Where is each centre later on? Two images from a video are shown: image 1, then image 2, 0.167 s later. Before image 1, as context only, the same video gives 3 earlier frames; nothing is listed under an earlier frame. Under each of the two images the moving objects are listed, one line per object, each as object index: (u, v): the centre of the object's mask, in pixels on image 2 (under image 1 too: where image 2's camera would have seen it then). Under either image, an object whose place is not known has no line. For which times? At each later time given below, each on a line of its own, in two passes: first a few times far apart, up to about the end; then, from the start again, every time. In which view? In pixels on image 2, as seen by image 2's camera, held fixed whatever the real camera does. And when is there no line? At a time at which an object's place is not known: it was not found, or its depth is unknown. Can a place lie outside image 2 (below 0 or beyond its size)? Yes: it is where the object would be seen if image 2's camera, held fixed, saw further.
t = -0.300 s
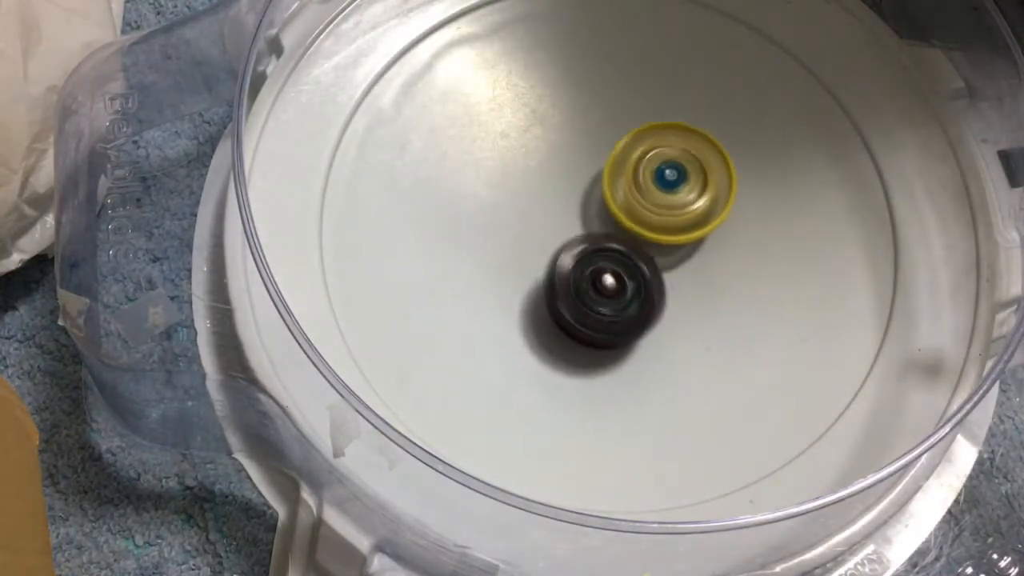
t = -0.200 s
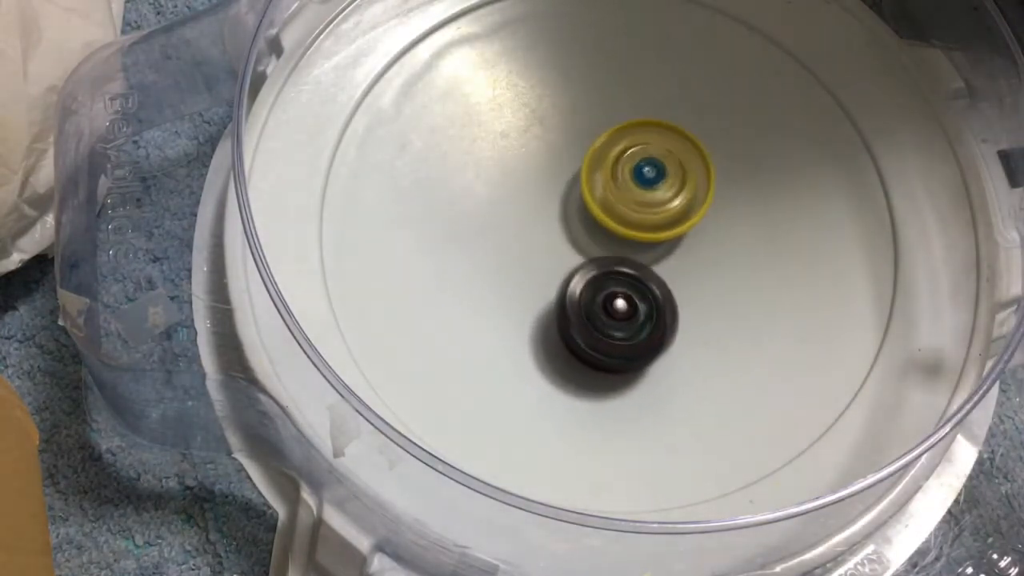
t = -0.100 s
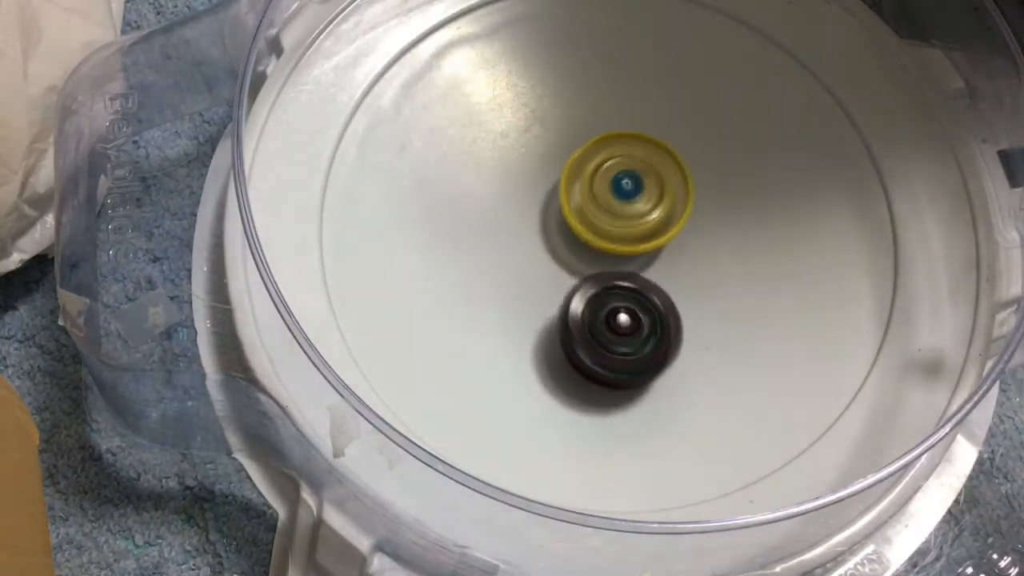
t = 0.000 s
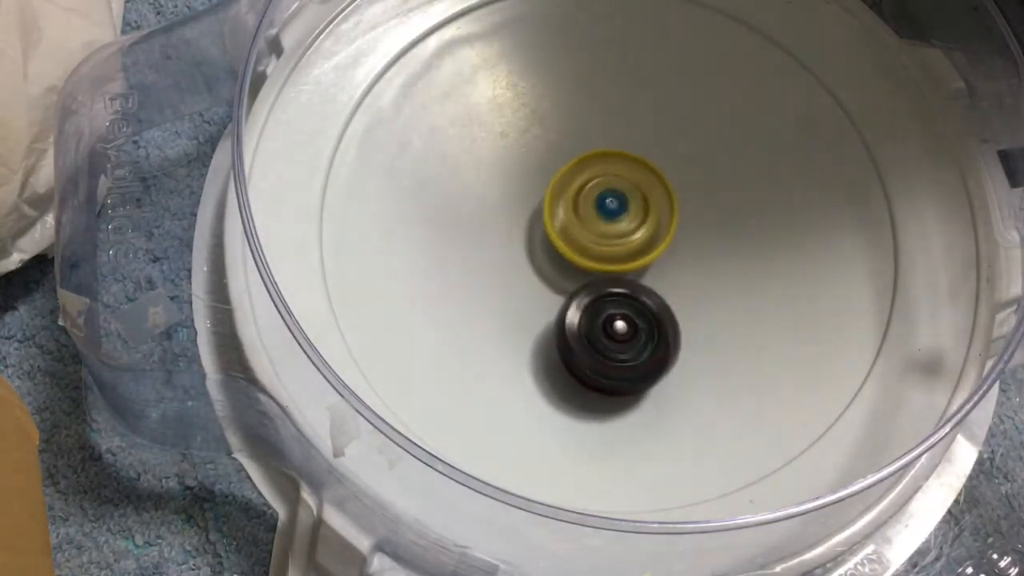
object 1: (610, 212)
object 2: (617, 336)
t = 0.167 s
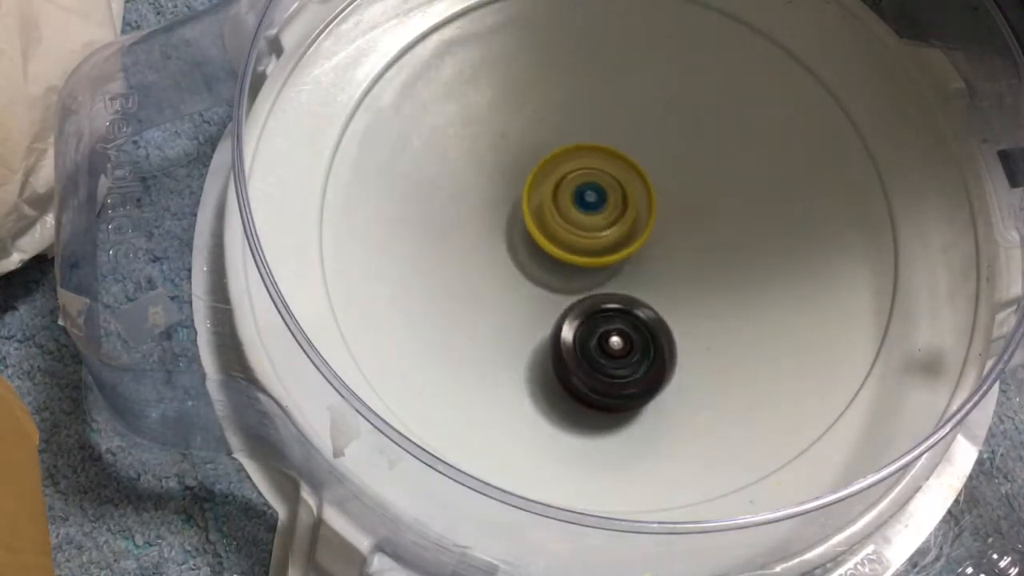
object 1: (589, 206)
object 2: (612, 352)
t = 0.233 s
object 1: (579, 207)
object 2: (615, 342)
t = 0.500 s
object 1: (551, 204)
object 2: (662, 286)
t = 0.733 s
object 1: (515, 199)
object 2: (737, 256)
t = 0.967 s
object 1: (515, 204)
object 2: (756, 234)
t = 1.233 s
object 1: (560, 206)
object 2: (699, 198)
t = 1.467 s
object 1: (560, 225)
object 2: (704, 148)
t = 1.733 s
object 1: (591, 258)
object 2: (684, 110)
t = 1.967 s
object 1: (619, 277)
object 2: (642, 117)
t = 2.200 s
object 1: (646, 274)
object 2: (572, 151)
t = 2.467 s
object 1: (658, 257)
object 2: (533, 150)
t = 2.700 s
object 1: (654, 241)
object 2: (509, 180)
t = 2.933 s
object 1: (645, 231)
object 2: (493, 226)
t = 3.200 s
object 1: (705, 210)
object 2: (473, 257)
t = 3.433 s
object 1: (701, 188)
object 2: (530, 287)
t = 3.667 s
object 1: (665, 195)
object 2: (617, 308)
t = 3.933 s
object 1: (615, 205)
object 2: (685, 323)
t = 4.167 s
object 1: (574, 223)
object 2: (694, 298)
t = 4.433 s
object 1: (553, 236)
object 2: (708, 226)
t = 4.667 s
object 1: (560, 238)
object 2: (696, 169)
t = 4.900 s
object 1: (580, 229)
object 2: (667, 137)
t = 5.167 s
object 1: (599, 246)
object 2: (633, 99)
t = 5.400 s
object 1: (614, 241)
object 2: (586, 117)
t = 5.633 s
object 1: (660, 289)
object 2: (530, 112)
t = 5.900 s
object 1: (676, 280)
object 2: (512, 175)
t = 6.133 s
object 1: (655, 256)
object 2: (519, 249)
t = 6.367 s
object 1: (650, 221)
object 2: (517, 302)
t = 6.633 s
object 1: (623, 197)
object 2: (576, 320)
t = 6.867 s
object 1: (595, 180)
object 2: (650, 312)
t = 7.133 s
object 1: (579, 177)
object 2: (708, 283)
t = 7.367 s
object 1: (588, 190)
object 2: (722, 230)
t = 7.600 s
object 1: (531, 207)
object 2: (761, 189)
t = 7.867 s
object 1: (533, 229)
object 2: (705, 164)
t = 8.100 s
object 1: (550, 244)
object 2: (626, 142)
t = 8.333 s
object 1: (579, 257)
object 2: (562, 129)
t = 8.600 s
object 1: (614, 248)
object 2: (518, 159)
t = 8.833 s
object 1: (652, 241)
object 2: (503, 209)
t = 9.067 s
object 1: (667, 237)
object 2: (526, 262)
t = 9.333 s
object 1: (669, 222)
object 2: (581, 306)
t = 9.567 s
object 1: (657, 198)
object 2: (633, 318)
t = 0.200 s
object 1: (584, 206)
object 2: (613, 348)
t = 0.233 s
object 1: (579, 207)
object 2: (615, 342)
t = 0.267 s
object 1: (575, 208)
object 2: (618, 334)
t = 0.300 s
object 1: (571, 210)
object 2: (622, 325)
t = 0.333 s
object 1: (566, 208)
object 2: (630, 319)
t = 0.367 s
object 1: (561, 206)
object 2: (637, 314)
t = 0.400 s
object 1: (557, 204)
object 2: (645, 309)
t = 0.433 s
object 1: (554, 203)
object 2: (651, 302)
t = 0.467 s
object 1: (552, 203)
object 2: (657, 294)
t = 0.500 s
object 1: (551, 204)
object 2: (662, 286)
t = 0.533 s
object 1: (552, 205)
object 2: (667, 278)
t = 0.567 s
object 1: (553, 206)
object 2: (671, 270)
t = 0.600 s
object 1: (549, 205)
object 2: (680, 264)
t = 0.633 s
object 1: (537, 200)
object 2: (698, 262)
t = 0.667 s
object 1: (528, 198)
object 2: (713, 260)
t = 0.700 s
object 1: (520, 198)
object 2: (726, 258)
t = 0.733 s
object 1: (515, 199)
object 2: (737, 256)
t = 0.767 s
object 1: (512, 200)
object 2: (746, 254)
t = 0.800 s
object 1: (510, 201)
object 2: (752, 251)
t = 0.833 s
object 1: (510, 201)
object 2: (757, 248)
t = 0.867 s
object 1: (511, 202)
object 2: (760, 245)
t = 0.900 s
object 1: (512, 203)
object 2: (760, 242)
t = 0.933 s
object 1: (514, 203)
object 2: (759, 238)
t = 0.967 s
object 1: (515, 204)
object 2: (756, 234)
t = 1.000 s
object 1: (518, 204)
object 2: (751, 230)
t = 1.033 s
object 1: (522, 205)
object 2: (745, 226)
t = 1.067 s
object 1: (526, 206)
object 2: (739, 222)
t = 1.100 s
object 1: (532, 206)
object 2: (731, 218)
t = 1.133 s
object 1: (538, 207)
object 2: (723, 213)
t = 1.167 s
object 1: (545, 207)
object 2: (715, 209)
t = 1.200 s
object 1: (552, 207)
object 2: (706, 204)
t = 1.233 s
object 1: (560, 206)
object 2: (699, 198)
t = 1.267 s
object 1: (563, 206)
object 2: (695, 191)
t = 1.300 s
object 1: (556, 207)
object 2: (700, 183)
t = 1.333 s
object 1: (551, 210)
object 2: (704, 175)
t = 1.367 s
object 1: (550, 213)
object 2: (706, 167)
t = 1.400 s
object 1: (551, 217)
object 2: (706, 160)
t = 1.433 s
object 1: (555, 222)
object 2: (706, 154)
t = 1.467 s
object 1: (560, 225)
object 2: (704, 148)
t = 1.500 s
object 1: (567, 228)
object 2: (701, 144)
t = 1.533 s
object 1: (575, 230)
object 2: (697, 142)
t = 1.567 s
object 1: (582, 230)
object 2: (692, 140)
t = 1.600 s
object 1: (591, 228)
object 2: (685, 139)
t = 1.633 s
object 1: (595, 228)
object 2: (680, 138)
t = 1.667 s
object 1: (592, 239)
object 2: (682, 126)
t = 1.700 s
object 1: (590, 249)
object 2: (685, 116)
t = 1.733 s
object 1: (591, 258)
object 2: (684, 110)
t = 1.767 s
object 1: (594, 264)
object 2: (682, 106)
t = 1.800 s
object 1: (597, 269)
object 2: (679, 104)
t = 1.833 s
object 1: (602, 273)
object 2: (674, 103)
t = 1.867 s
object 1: (606, 275)
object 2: (667, 105)
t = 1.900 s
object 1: (611, 277)
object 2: (659, 108)
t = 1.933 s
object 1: (615, 277)
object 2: (651, 112)
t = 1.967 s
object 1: (619, 277)
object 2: (642, 117)
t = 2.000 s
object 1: (623, 276)
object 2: (632, 122)
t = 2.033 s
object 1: (626, 274)
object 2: (622, 128)
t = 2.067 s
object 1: (630, 272)
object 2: (612, 135)
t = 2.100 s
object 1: (632, 270)
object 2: (602, 142)
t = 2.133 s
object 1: (635, 267)
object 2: (593, 149)
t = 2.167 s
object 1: (640, 271)
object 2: (582, 151)
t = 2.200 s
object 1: (646, 274)
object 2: (572, 151)
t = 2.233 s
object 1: (651, 276)
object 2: (563, 150)
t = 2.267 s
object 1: (656, 276)
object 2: (555, 150)
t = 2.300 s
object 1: (659, 275)
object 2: (548, 149)
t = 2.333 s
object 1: (661, 272)
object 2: (542, 150)
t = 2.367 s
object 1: (661, 269)
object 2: (538, 150)
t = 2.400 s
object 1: (661, 265)
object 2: (535, 150)
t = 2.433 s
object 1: (660, 262)
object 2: (533, 150)
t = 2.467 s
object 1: (658, 257)
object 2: (533, 150)
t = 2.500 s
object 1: (654, 253)
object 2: (534, 151)
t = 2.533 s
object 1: (651, 248)
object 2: (535, 155)
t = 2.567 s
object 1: (646, 244)
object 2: (535, 160)
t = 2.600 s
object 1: (642, 241)
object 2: (534, 167)
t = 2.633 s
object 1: (645, 241)
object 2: (526, 171)
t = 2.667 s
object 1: (650, 242)
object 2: (516, 175)
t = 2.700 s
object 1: (654, 241)
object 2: (509, 180)
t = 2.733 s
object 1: (656, 240)
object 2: (501, 186)
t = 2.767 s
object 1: (657, 238)
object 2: (496, 193)
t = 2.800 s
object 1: (656, 236)
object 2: (492, 201)
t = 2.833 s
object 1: (654, 234)
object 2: (490, 209)
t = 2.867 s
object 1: (651, 232)
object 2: (490, 215)
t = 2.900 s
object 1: (648, 232)
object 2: (491, 221)
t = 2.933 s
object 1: (645, 231)
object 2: (493, 226)
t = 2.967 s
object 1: (642, 232)
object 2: (497, 231)
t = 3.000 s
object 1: (638, 233)
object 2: (502, 234)
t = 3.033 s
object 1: (637, 233)
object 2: (508, 238)
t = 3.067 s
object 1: (658, 231)
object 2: (494, 243)
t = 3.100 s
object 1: (676, 226)
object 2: (483, 247)
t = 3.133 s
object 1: (691, 221)
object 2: (476, 250)
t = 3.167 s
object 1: (699, 216)
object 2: (472, 253)
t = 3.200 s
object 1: (705, 210)
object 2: (473, 257)
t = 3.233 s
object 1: (708, 205)
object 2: (476, 261)
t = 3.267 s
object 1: (709, 200)
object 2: (482, 265)
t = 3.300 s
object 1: (709, 197)
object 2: (489, 269)
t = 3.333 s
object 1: (708, 193)
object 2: (497, 274)
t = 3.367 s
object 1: (707, 191)
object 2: (507, 279)
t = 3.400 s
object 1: (704, 189)
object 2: (518, 283)
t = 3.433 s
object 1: (701, 188)
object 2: (530, 287)
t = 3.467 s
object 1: (698, 187)
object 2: (542, 291)
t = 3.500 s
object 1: (694, 187)
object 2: (555, 295)
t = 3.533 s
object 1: (689, 187)
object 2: (568, 299)
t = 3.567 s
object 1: (684, 188)
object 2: (581, 301)
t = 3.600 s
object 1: (678, 190)
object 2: (593, 304)
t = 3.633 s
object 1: (672, 192)
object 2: (606, 306)
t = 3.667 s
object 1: (665, 195)
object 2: (617, 308)
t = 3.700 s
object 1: (659, 196)
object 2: (628, 311)
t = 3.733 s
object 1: (654, 195)
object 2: (638, 316)
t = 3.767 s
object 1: (647, 194)
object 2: (647, 320)
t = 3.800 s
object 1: (641, 194)
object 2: (656, 323)
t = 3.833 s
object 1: (634, 196)
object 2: (665, 325)
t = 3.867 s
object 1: (627, 198)
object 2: (673, 326)
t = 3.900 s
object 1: (621, 202)
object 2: (680, 325)
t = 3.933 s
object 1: (615, 205)
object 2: (685, 323)
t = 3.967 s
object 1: (610, 209)
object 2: (687, 321)
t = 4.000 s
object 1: (605, 213)
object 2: (687, 317)
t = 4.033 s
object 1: (601, 216)
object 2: (685, 313)
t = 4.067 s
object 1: (593, 217)
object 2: (687, 311)
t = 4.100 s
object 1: (586, 218)
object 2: (690, 309)
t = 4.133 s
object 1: (580, 220)
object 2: (692, 304)
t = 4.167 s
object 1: (574, 223)
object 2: (694, 298)
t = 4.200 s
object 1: (570, 225)
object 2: (697, 290)
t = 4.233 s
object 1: (566, 227)
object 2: (699, 282)
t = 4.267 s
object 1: (562, 229)
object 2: (701, 273)
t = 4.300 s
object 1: (560, 231)
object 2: (703, 264)
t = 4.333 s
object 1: (557, 233)
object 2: (705, 255)
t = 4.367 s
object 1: (556, 234)
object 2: (706, 245)
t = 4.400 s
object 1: (554, 235)
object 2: (707, 236)
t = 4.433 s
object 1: (553, 236)
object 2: (708, 226)
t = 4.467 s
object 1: (554, 237)
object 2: (709, 217)
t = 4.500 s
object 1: (553, 238)
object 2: (708, 208)
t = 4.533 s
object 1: (554, 238)
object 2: (706, 199)
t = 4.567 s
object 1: (555, 239)
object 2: (705, 190)
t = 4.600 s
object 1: (556, 239)
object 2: (701, 182)
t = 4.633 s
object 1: (558, 238)
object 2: (699, 175)
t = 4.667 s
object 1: (560, 238)
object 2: (696, 169)
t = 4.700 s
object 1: (562, 237)
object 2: (693, 162)
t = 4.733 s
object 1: (565, 237)
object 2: (689, 157)
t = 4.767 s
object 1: (568, 235)
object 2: (686, 152)
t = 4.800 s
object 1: (571, 234)
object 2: (682, 147)
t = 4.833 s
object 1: (573, 233)
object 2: (678, 143)
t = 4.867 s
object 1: (576, 231)
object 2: (673, 139)
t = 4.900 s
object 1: (580, 229)
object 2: (667, 137)
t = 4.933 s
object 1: (583, 229)
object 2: (661, 135)
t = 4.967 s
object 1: (582, 234)
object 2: (659, 127)
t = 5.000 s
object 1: (583, 239)
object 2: (657, 120)
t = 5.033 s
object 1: (584, 242)
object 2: (653, 114)
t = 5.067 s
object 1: (588, 244)
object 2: (649, 108)
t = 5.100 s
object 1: (591, 246)
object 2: (644, 104)
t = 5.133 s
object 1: (595, 246)
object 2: (639, 101)
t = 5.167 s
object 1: (599, 246)
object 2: (633, 99)
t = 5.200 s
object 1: (602, 246)
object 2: (628, 98)
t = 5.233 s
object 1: (604, 245)
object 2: (621, 98)
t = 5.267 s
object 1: (607, 244)
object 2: (615, 100)
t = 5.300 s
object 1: (609, 244)
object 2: (608, 103)
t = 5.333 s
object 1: (610, 242)
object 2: (600, 107)
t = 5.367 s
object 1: (612, 241)
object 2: (593, 111)
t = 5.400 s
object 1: (614, 241)
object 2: (586, 117)
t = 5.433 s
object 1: (616, 241)
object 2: (579, 123)
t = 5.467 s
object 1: (625, 257)
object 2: (569, 116)
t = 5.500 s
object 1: (632, 270)
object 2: (559, 111)
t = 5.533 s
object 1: (640, 278)
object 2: (551, 108)
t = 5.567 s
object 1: (648, 284)
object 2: (542, 108)
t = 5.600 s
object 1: (655, 287)
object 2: (536, 109)
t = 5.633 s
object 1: (660, 289)
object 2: (530, 112)
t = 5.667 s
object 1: (666, 290)
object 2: (525, 116)
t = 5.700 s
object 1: (669, 290)
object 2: (521, 122)
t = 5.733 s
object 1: (672, 289)
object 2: (518, 128)
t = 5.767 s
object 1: (675, 288)
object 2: (515, 136)
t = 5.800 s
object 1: (676, 287)
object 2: (514, 144)
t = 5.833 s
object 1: (676, 284)
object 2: (513, 154)
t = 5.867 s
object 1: (676, 282)
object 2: (512, 163)
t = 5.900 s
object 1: (676, 280)
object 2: (512, 175)
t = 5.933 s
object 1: (674, 277)
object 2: (512, 186)
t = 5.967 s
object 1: (672, 273)
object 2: (513, 197)
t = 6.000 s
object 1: (670, 270)
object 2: (513, 208)
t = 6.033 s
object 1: (667, 267)
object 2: (514, 219)
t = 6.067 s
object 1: (663, 263)
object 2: (515, 230)
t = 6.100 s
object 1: (660, 259)
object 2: (517, 239)
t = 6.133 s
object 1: (655, 256)
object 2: (519, 249)
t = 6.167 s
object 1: (651, 252)
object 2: (520, 258)
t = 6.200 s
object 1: (654, 246)
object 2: (515, 266)
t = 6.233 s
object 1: (656, 240)
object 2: (512, 274)
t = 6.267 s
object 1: (656, 235)
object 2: (511, 282)
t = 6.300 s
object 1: (654, 230)
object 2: (511, 290)
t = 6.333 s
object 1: (653, 225)
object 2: (514, 296)
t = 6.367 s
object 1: (650, 221)
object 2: (517, 302)
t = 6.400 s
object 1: (648, 217)
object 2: (521, 308)
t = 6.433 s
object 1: (644, 214)
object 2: (527, 312)
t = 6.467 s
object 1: (641, 210)
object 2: (533, 316)
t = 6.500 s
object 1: (638, 207)
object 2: (540, 318)
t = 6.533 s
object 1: (634, 205)
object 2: (548, 320)
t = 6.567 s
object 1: (631, 202)
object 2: (556, 320)
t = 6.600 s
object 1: (627, 199)
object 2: (566, 321)
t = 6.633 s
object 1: (623, 197)
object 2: (576, 320)
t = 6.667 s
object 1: (619, 195)
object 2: (586, 319)
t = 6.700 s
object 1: (615, 194)
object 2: (597, 316)
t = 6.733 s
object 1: (612, 192)
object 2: (608, 314)
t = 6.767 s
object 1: (608, 192)
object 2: (619, 311)
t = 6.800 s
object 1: (604, 189)
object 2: (631, 310)
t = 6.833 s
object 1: (599, 184)
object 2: (641, 312)
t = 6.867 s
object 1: (595, 180)
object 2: (650, 312)
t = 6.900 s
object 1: (591, 178)
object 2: (659, 311)
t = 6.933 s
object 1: (587, 176)
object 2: (668, 309)
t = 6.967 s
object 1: (584, 175)
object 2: (676, 306)
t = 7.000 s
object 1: (582, 175)
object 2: (684, 303)
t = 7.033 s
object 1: (581, 175)
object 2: (691, 299)
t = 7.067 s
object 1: (579, 176)
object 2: (698, 294)
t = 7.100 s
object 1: (578, 177)
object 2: (704, 289)
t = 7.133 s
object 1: (579, 177)
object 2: (708, 283)
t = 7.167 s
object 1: (579, 179)
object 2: (712, 277)
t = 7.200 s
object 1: (579, 181)
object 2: (716, 269)
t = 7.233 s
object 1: (580, 182)
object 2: (718, 263)
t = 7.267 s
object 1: (582, 184)
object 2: (720, 255)
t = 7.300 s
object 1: (584, 186)
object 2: (721, 247)
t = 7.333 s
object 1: (586, 188)
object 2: (722, 238)
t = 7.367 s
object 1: (588, 190)
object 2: (722, 230)
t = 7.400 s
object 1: (590, 192)
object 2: (722, 222)
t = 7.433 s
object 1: (591, 194)
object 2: (721, 214)
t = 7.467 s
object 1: (574, 194)
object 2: (737, 208)
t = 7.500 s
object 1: (558, 195)
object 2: (749, 203)
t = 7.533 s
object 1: (545, 198)
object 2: (756, 198)
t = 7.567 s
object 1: (537, 202)
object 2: (760, 194)
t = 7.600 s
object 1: (531, 207)
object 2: (761, 189)
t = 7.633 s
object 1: (528, 212)
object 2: (761, 185)
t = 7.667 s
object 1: (526, 216)
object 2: (758, 181)
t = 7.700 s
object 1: (526, 219)
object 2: (753, 177)
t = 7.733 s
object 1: (527, 222)
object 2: (747, 174)
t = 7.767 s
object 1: (528, 224)
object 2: (738, 171)
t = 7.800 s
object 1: (529, 226)
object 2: (728, 168)
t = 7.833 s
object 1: (530, 228)
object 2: (717, 166)
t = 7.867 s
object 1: (533, 229)
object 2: (705, 164)
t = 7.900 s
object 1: (536, 230)
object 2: (693, 162)
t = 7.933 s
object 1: (539, 232)
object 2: (680, 160)
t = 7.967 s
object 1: (542, 232)
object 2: (667, 158)
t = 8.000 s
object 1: (546, 233)
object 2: (653, 156)
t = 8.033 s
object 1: (549, 234)
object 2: (641, 153)
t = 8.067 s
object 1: (548, 239)
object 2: (633, 147)
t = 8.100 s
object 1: (550, 244)
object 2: (626, 142)
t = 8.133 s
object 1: (553, 249)
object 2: (616, 138)
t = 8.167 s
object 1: (557, 252)
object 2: (607, 135)
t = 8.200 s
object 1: (561, 254)
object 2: (597, 133)
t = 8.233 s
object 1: (565, 256)
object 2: (588, 131)
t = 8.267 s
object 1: (569, 256)
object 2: (579, 130)
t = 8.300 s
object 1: (574, 257)
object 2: (570, 129)
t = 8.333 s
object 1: (579, 257)
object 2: (562, 129)
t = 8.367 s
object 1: (584, 257)
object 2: (554, 130)
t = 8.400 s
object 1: (588, 256)
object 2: (547, 131)
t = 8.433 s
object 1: (592, 255)
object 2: (540, 134)
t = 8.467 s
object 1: (597, 254)
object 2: (535, 138)
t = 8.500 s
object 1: (601, 252)
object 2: (530, 142)
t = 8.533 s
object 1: (606, 251)
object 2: (525, 147)
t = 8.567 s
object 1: (610, 249)
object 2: (521, 153)
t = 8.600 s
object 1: (614, 248)
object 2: (518, 159)
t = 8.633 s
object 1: (618, 246)
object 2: (516, 167)
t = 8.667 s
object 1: (623, 245)
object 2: (513, 173)
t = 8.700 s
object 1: (630, 245)
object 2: (508, 178)
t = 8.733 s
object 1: (637, 244)
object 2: (505, 185)
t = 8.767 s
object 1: (643, 244)
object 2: (503, 192)
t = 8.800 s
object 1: (648, 243)
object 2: (503, 200)
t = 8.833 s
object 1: (652, 241)
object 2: (503, 209)
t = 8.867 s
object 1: (655, 240)
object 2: (504, 217)
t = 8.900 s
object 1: (658, 239)
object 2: (505, 224)
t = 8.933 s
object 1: (661, 238)
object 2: (507, 232)
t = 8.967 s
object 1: (663, 238)
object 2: (510, 240)
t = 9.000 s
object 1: (665, 237)
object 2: (514, 247)
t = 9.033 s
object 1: (667, 237)
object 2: (520, 255)
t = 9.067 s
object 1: (667, 237)
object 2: (526, 262)
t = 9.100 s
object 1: (668, 236)
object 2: (532, 269)
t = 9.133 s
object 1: (668, 235)
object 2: (540, 275)
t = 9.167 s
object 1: (668, 234)
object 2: (548, 281)
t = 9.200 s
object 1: (668, 232)
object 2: (554, 287)
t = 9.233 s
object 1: (670, 229)
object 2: (560, 293)
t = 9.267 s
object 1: (671, 226)
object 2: (567, 298)
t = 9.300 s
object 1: (670, 224)
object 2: (575, 302)
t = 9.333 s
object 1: (669, 222)
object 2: (581, 306)
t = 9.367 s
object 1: (668, 218)
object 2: (588, 310)
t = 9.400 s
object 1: (667, 214)
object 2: (595, 314)
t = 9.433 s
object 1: (666, 210)
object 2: (602, 315)
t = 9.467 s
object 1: (664, 207)
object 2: (610, 316)
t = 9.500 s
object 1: (661, 205)
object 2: (618, 317)
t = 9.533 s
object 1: (659, 202)
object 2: (626, 318)
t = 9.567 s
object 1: (657, 198)
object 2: (633, 318)
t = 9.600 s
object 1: (653, 195)
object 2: (640, 317)
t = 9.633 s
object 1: (649, 194)
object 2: (648, 316)
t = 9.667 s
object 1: (646, 192)
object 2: (654, 313)
